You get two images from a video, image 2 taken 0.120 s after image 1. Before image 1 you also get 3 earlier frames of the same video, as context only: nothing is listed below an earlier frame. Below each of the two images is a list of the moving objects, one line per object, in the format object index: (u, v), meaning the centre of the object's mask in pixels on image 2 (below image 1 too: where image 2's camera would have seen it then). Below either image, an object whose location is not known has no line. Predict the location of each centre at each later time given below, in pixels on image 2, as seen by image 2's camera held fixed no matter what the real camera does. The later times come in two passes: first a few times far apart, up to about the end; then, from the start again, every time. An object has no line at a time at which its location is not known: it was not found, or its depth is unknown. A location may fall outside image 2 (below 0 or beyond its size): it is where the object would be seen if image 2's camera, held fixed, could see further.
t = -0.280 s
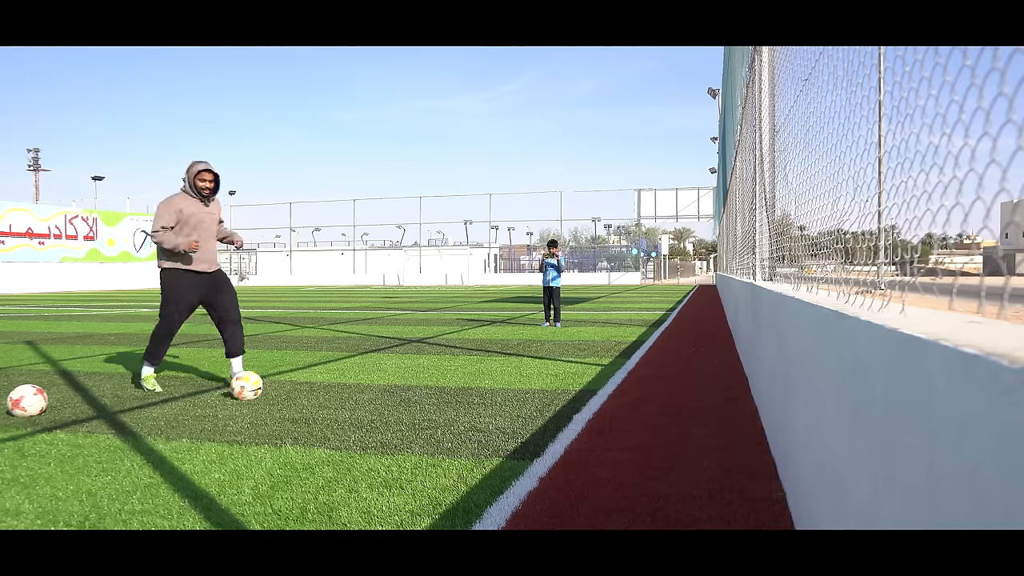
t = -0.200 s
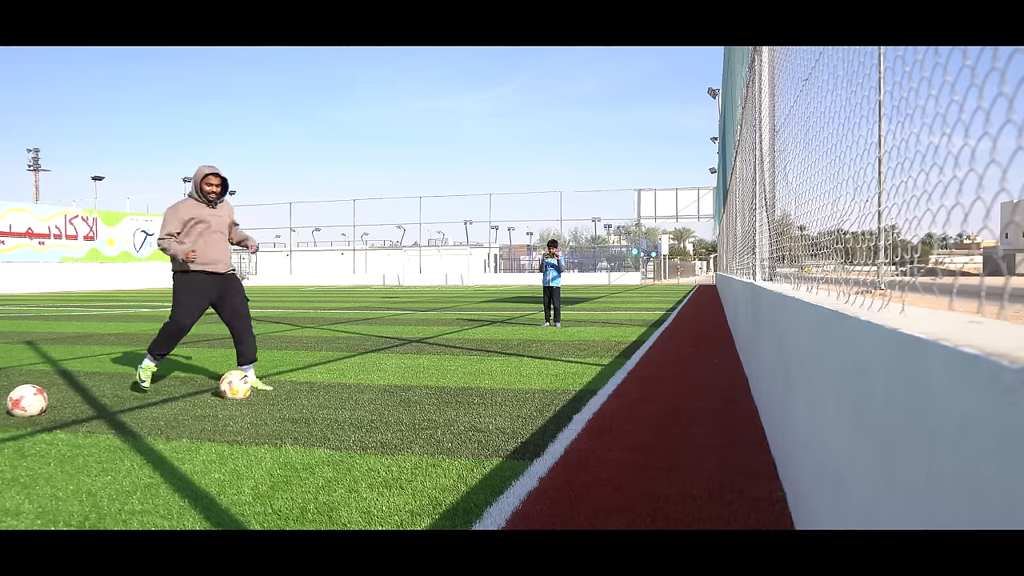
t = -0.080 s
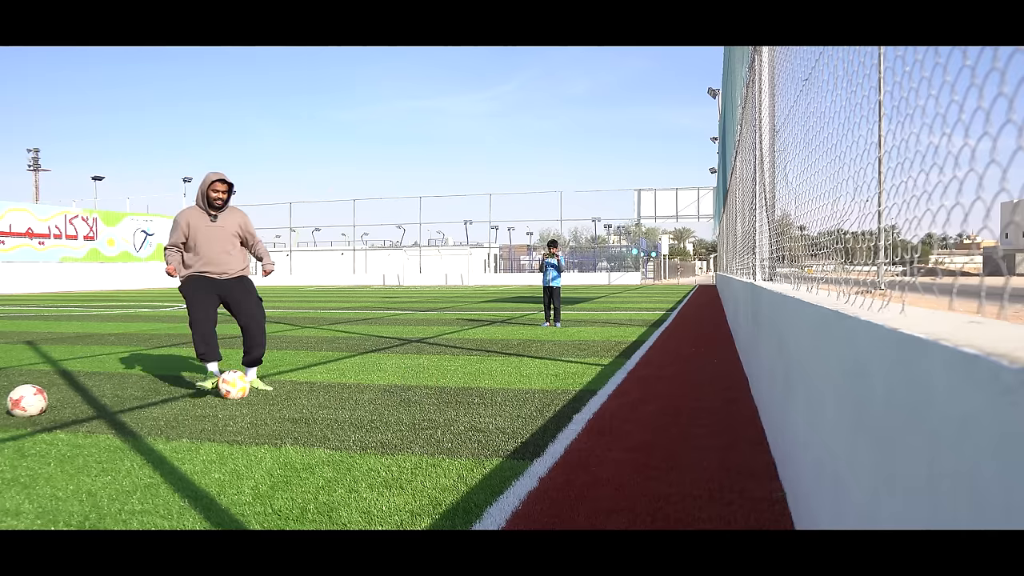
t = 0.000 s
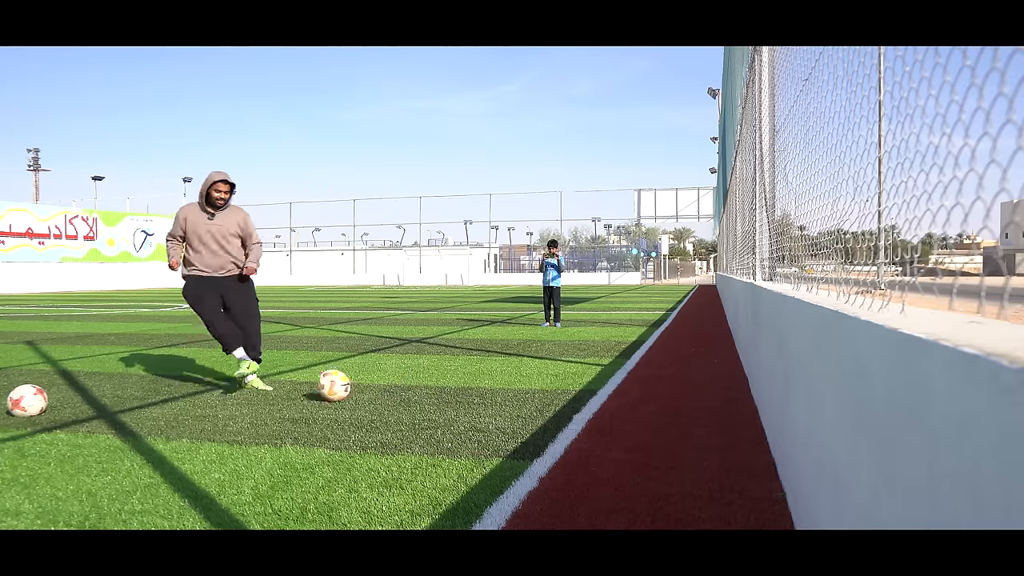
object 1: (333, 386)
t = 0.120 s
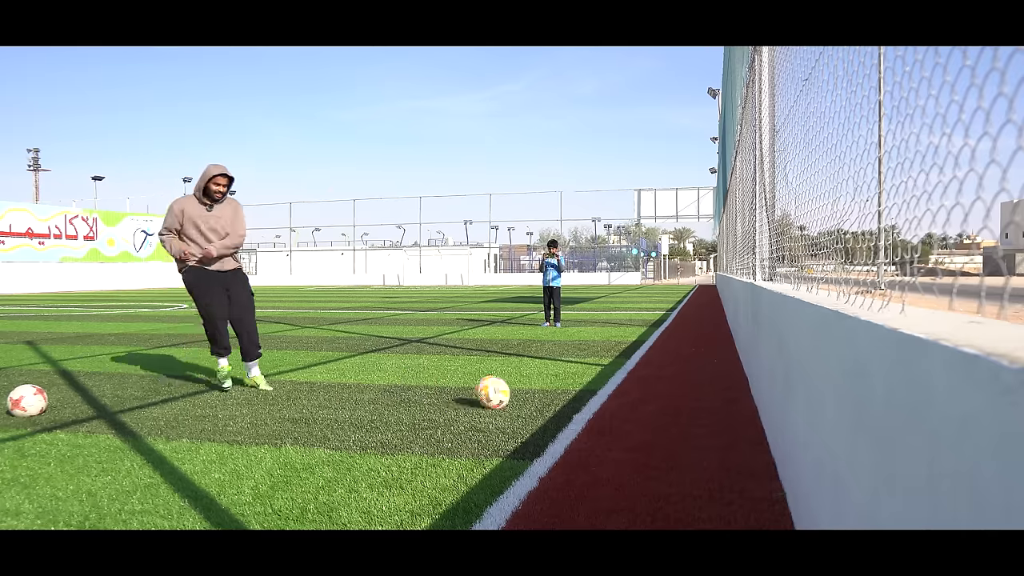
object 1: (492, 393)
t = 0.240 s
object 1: (647, 396)
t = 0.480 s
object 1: (583, 368)
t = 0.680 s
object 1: (405, 385)
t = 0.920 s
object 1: (276, 374)
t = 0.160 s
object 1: (543, 394)
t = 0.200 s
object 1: (595, 394)
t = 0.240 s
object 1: (647, 396)
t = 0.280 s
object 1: (696, 397)
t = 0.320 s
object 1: (743, 397)
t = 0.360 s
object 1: (704, 387)
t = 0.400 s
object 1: (662, 379)
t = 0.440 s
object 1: (622, 372)
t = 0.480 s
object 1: (583, 368)
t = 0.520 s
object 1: (545, 367)
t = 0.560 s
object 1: (507, 368)
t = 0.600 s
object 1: (472, 371)
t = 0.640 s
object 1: (438, 377)
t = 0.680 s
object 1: (405, 385)
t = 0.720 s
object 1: (379, 382)
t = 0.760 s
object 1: (357, 376)
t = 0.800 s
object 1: (335, 374)
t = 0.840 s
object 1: (316, 372)
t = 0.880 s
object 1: (296, 371)
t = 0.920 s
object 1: (276, 374)
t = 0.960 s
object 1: (258, 377)
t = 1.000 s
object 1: (242, 377)
